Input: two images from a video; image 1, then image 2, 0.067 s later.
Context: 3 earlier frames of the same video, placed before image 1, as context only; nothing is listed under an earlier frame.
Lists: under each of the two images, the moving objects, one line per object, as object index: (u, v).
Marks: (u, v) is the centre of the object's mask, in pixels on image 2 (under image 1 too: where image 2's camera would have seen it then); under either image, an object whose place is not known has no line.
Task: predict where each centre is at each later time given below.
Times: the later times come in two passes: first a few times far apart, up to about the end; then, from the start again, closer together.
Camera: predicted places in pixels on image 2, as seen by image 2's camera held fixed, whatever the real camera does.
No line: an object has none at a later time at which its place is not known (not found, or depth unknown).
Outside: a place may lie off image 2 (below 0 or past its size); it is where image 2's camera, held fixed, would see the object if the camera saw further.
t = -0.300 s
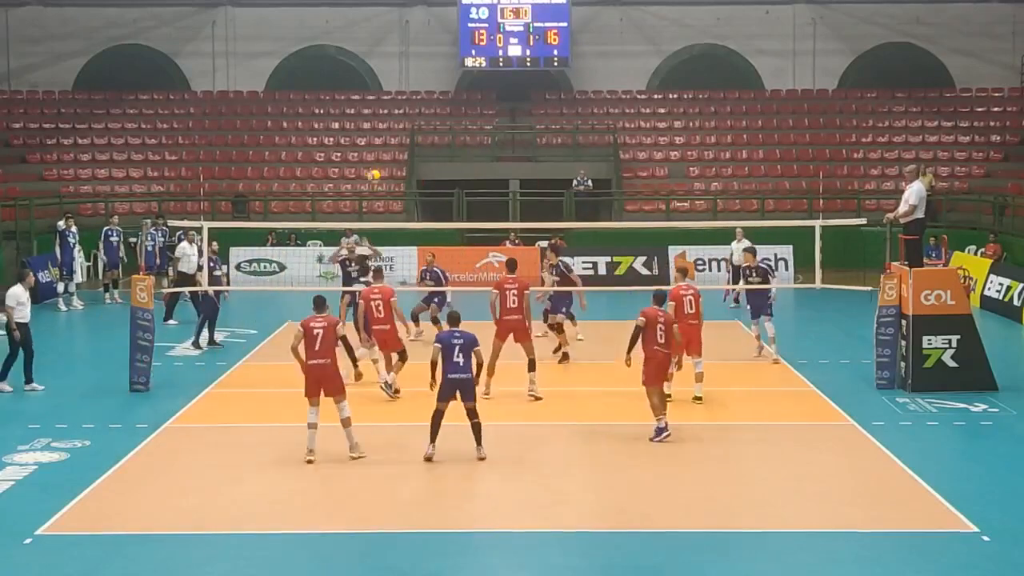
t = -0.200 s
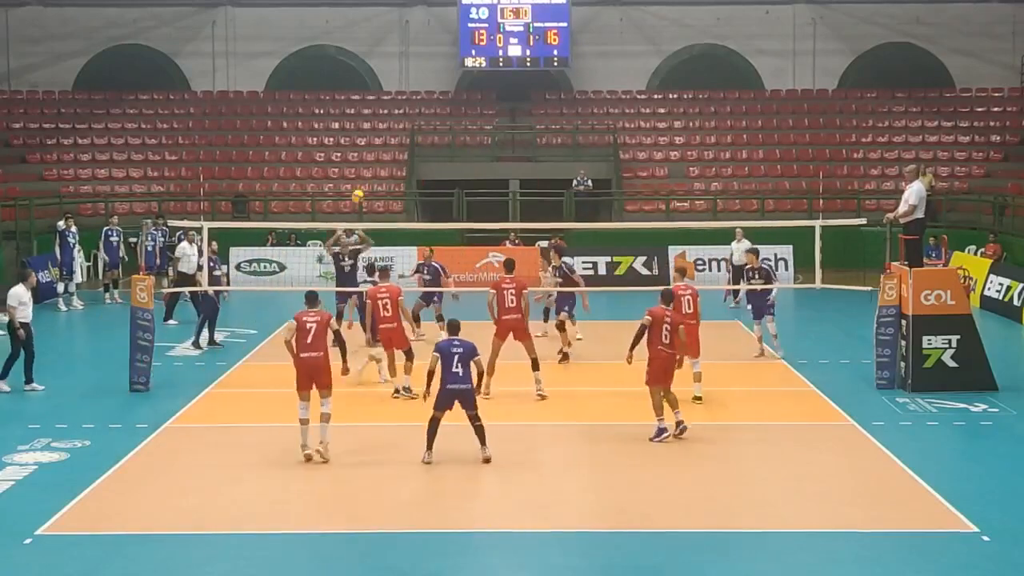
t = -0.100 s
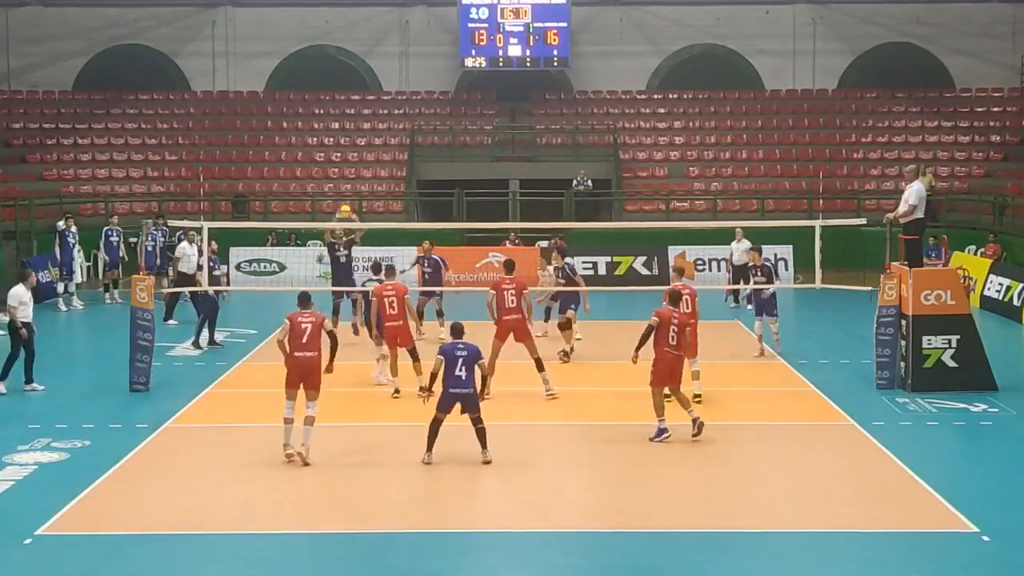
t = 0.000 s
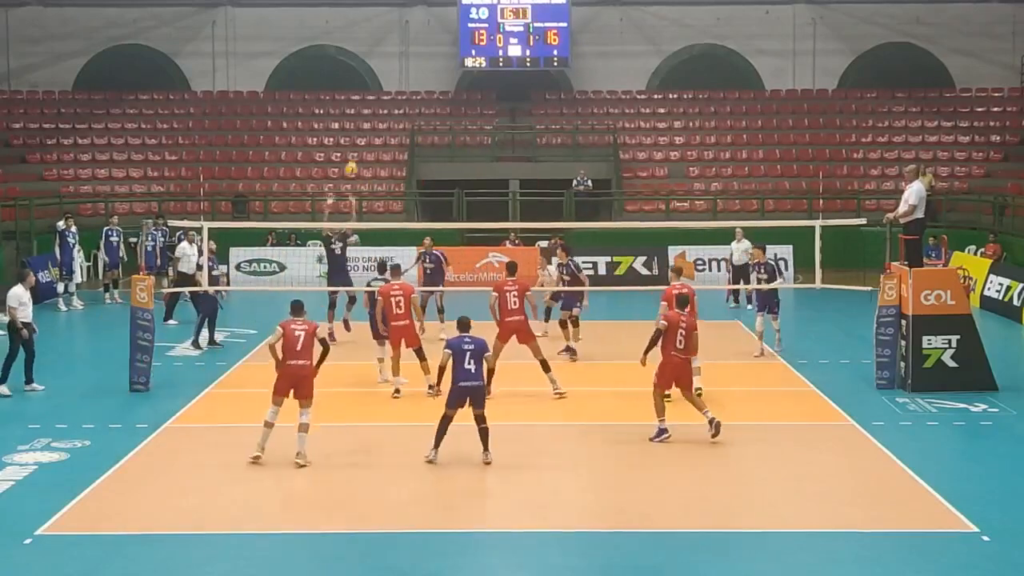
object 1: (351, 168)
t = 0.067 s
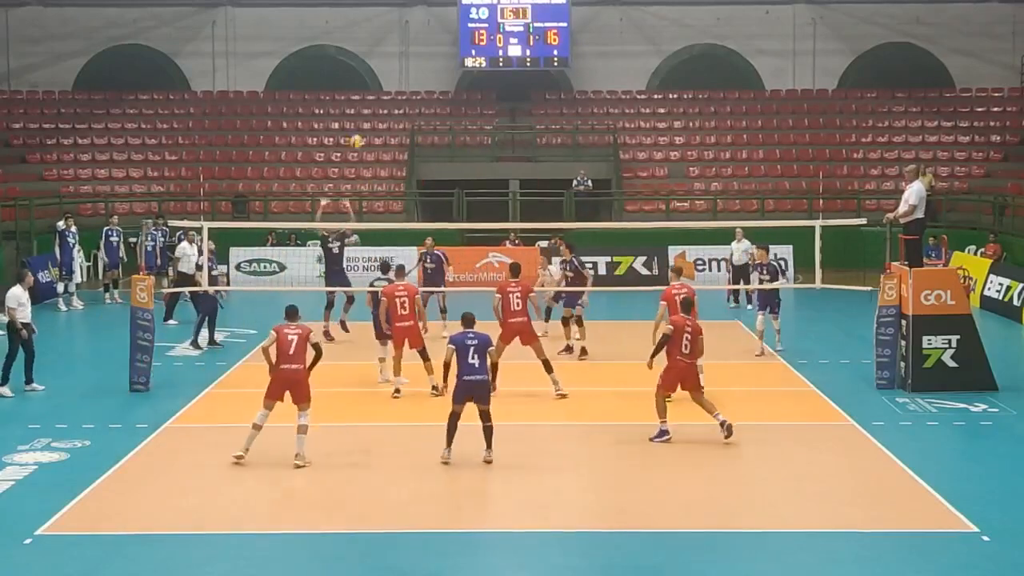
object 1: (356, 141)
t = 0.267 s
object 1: (371, 77)
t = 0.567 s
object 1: (395, 22)
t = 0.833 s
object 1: (417, 16)
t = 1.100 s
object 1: (440, 53)
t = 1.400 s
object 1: (464, 146)
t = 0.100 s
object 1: (359, 129)
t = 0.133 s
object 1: (361, 117)
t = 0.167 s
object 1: (364, 106)
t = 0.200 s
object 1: (365, 96)
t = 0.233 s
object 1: (368, 86)
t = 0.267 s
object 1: (371, 77)
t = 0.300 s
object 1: (374, 69)
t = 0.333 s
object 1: (376, 60)
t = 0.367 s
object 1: (379, 52)
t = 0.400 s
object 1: (381, 45)
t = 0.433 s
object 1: (384, 40)
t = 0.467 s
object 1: (387, 34)
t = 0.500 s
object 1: (390, 30)
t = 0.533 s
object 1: (392, 25)
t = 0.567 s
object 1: (395, 22)
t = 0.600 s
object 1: (398, 19)
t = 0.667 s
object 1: (403, 15)
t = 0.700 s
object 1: (406, 14)
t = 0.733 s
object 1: (409, 14)
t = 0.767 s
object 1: (411, 14)
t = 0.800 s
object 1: (415, 15)
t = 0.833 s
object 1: (417, 16)
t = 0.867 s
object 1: (420, 19)
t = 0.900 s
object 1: (423, 22)
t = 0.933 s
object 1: (426, 25)
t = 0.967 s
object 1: (428, 30)
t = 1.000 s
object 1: (431, 35)
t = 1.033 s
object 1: (434, 40)
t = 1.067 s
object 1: (437, 46)
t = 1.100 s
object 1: (440, 53)
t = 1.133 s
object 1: (442, 61)
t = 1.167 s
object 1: (445, 69)
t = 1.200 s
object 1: (448, 79)
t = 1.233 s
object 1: (451, 88)
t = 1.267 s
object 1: (454, 99)
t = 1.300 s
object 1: (456, 110)
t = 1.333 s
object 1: (458, 121)
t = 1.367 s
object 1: (461, 134)
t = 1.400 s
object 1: (464, 146)
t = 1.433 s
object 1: (467, 160)
